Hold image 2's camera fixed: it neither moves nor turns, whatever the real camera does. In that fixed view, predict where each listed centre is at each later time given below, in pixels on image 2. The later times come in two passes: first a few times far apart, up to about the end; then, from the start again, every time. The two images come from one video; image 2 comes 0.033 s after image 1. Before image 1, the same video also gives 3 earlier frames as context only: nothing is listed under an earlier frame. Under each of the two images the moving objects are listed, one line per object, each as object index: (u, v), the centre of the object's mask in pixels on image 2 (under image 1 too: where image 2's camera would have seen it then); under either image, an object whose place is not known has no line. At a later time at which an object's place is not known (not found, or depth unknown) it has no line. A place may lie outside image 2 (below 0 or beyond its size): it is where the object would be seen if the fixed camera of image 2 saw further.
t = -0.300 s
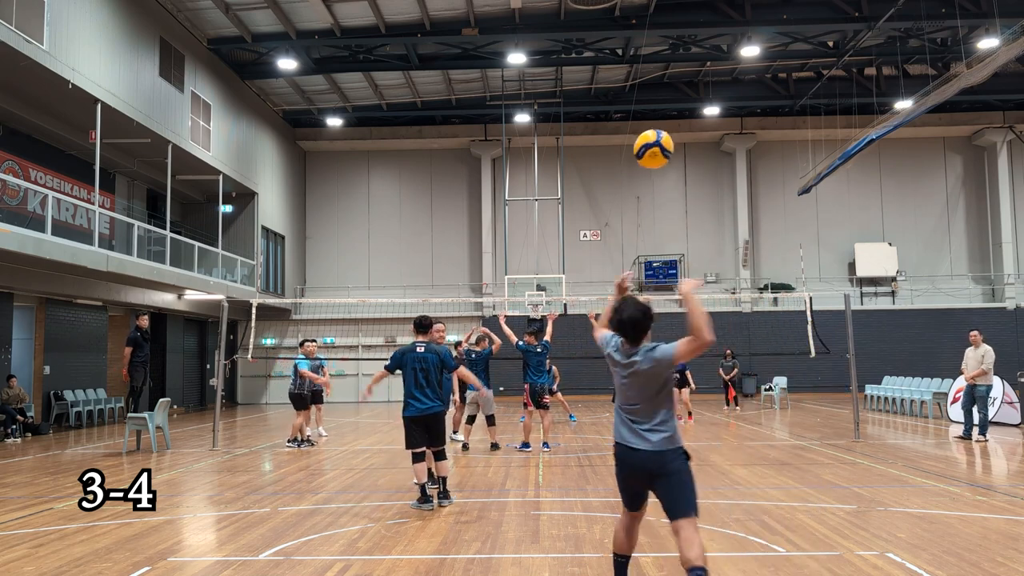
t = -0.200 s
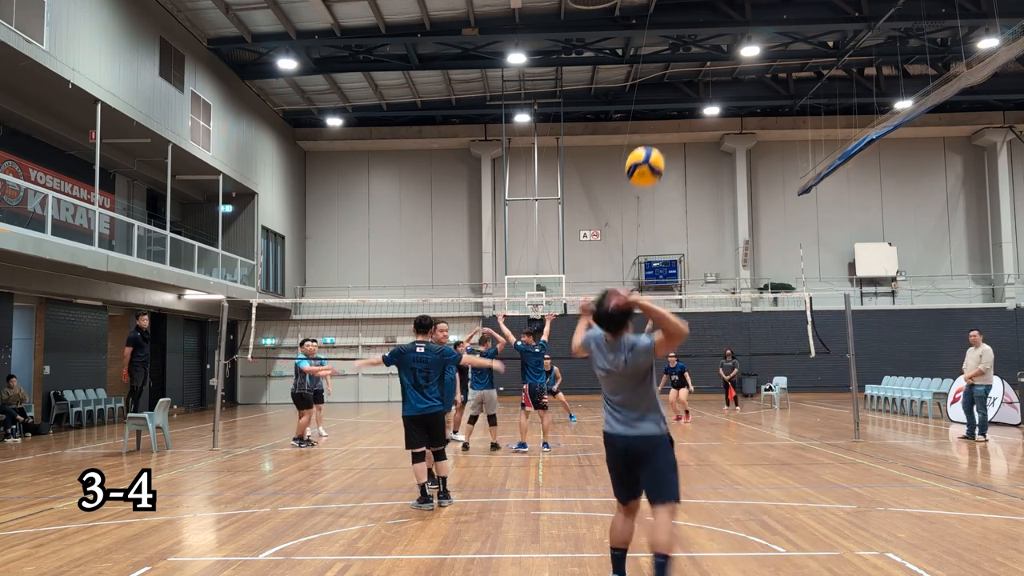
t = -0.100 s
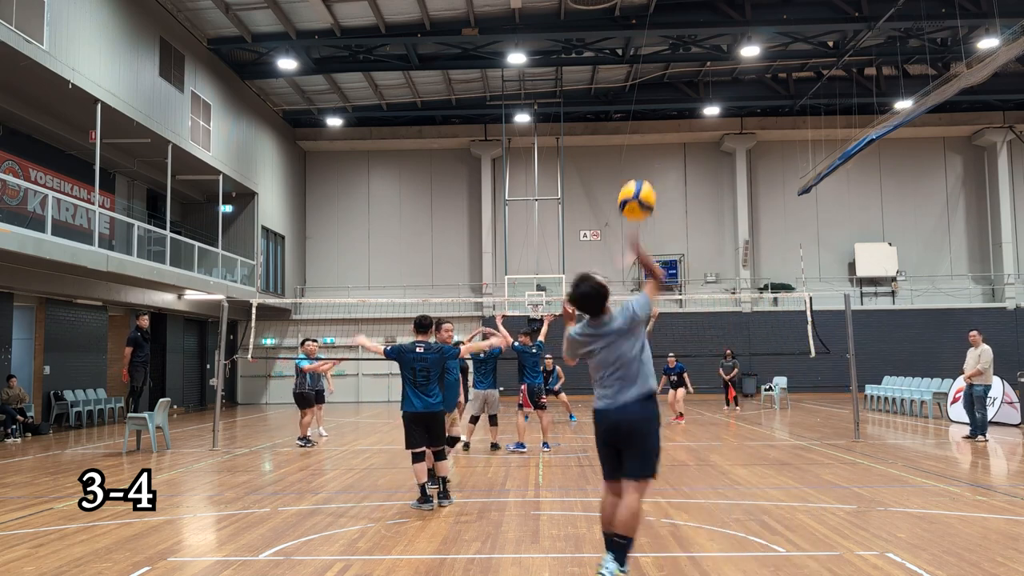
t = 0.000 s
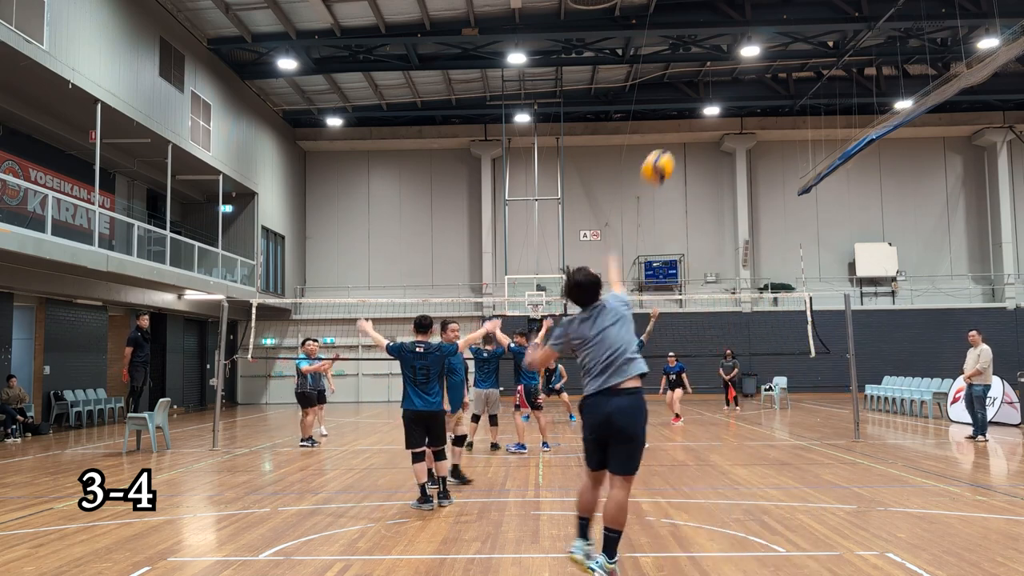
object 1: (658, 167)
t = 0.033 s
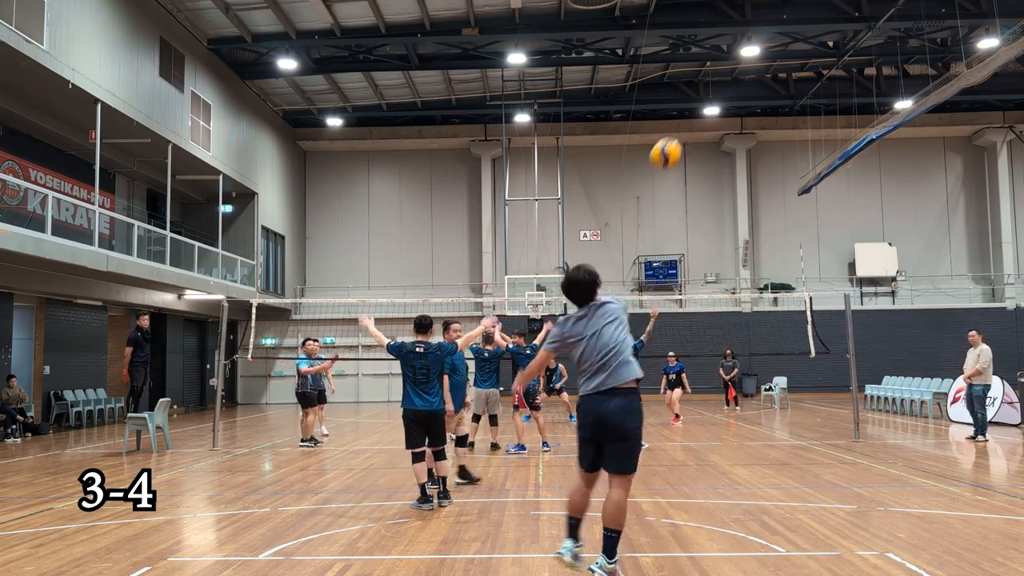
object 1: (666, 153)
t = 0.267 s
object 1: (705, 115)
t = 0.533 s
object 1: (726, 131)
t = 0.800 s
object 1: (735, 175)
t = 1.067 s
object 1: (738, 236)
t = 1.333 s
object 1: (740, 306)
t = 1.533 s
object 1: (745, 365)
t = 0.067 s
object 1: (673, 141)
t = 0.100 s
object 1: (680, 133)
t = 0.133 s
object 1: (686, 126)
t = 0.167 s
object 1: (691, 122)
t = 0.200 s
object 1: (696, 119)
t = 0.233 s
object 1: (701, 116)
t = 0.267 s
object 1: (705, 115)
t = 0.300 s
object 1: (709, 114)
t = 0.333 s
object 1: (712, 115)
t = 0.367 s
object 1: (715, 117)
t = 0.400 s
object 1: (718, 119)
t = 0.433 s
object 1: (720, 121)
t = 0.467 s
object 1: (722, 123)
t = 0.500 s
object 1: (724, 127)
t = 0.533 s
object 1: (726, 131)
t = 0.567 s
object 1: (728, 135)
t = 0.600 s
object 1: (729, 140)
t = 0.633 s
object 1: (730, 145)
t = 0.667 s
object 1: (731, 150)
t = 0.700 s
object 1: (733, 156)
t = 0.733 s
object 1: (733, 162)
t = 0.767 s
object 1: (734, 168)
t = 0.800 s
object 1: (735, 175)
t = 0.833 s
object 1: (736, 182)
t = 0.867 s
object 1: (737, 189)
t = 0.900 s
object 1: (737, 196)
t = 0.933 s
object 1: (738, 204)
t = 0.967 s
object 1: (738, 211)
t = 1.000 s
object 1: (738, 220)
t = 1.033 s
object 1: (738, 227)
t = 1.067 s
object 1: (738, 236)
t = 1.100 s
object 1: (738, 244)
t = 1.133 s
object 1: (738, 252)
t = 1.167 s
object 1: (739, 261)
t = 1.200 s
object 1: (738, 270)
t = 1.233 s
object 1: (738, 278)
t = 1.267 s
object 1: (739, 288)
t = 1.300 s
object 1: (739, 300)
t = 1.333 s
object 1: (740, 306)
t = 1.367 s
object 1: (741, 315)
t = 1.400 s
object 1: (742, 325)
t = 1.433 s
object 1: (743, 335)
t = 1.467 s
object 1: (744, 344)
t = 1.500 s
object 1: (745, 355)
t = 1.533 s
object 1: (745, 365)
